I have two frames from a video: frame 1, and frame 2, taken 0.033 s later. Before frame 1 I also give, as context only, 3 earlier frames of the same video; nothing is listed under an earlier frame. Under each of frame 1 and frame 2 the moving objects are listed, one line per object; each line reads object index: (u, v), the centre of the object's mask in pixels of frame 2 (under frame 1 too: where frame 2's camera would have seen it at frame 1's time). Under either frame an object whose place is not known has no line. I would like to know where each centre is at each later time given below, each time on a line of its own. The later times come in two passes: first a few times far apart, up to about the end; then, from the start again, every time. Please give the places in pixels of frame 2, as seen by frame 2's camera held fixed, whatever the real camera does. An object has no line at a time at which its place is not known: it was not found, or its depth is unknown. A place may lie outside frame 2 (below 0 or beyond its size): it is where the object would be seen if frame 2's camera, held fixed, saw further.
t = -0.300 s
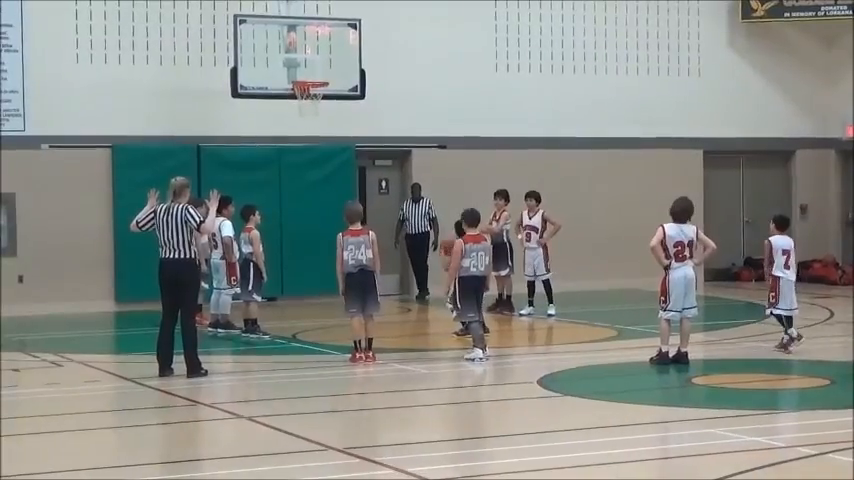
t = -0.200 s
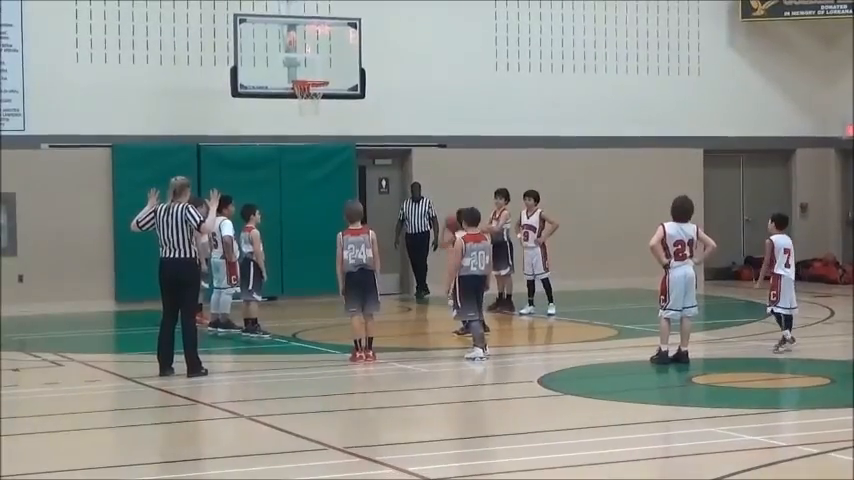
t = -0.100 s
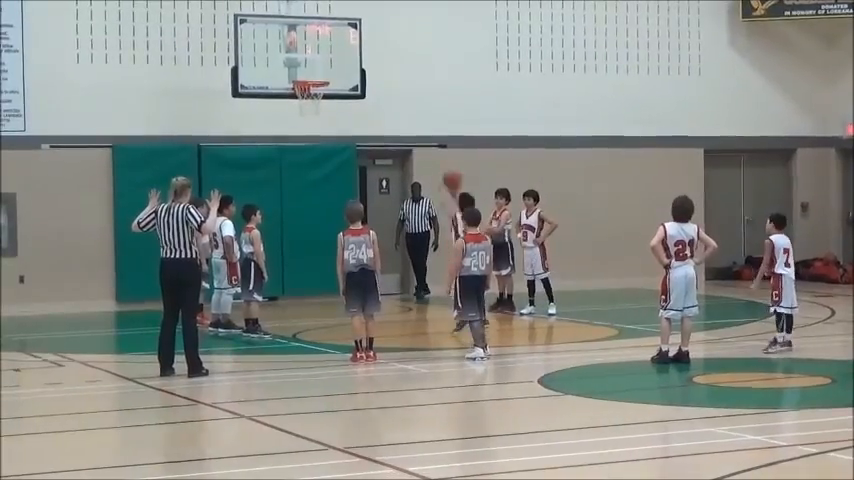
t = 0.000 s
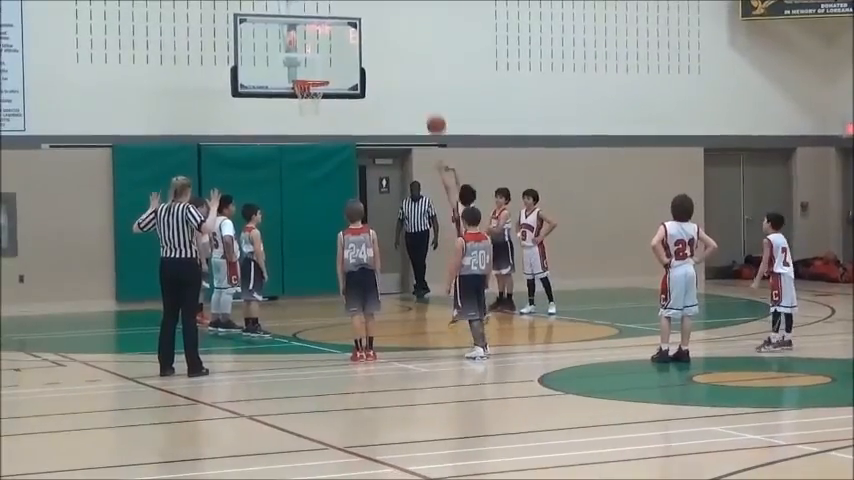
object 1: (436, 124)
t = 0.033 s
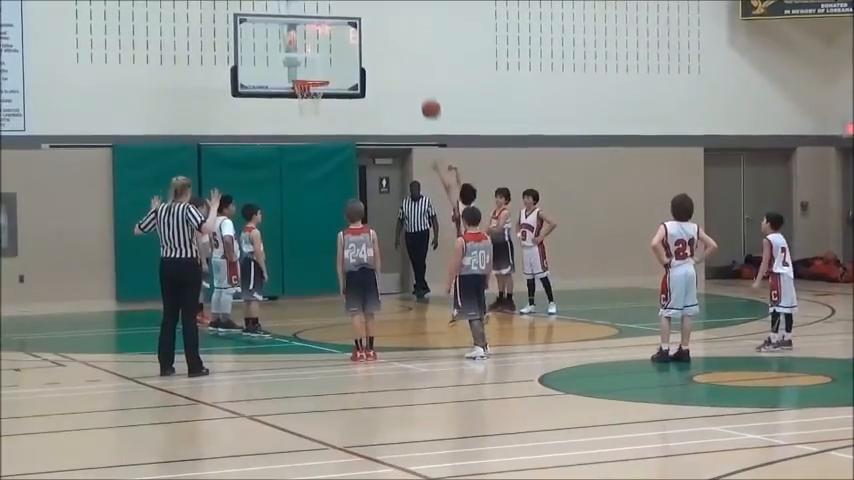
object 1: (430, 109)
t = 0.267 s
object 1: (395, 31)
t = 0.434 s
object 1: (372, 8)
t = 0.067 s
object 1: (425, 94)
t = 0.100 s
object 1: (420, 82)
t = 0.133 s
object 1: (415, 69)
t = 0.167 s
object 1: (410, 58)
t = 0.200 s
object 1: (405, 48)
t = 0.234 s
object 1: (400, 39)
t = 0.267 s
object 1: (395, 31)
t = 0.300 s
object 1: (390, 25)
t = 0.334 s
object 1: (386, 19)
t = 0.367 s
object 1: (381, 14)
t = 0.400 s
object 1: (377, 10)
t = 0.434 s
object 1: (372, 8)
